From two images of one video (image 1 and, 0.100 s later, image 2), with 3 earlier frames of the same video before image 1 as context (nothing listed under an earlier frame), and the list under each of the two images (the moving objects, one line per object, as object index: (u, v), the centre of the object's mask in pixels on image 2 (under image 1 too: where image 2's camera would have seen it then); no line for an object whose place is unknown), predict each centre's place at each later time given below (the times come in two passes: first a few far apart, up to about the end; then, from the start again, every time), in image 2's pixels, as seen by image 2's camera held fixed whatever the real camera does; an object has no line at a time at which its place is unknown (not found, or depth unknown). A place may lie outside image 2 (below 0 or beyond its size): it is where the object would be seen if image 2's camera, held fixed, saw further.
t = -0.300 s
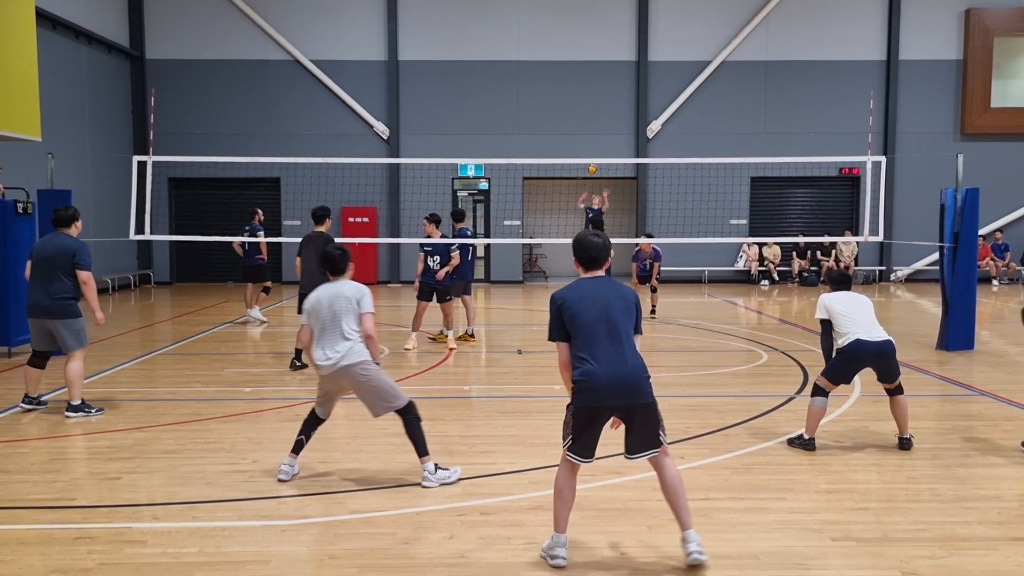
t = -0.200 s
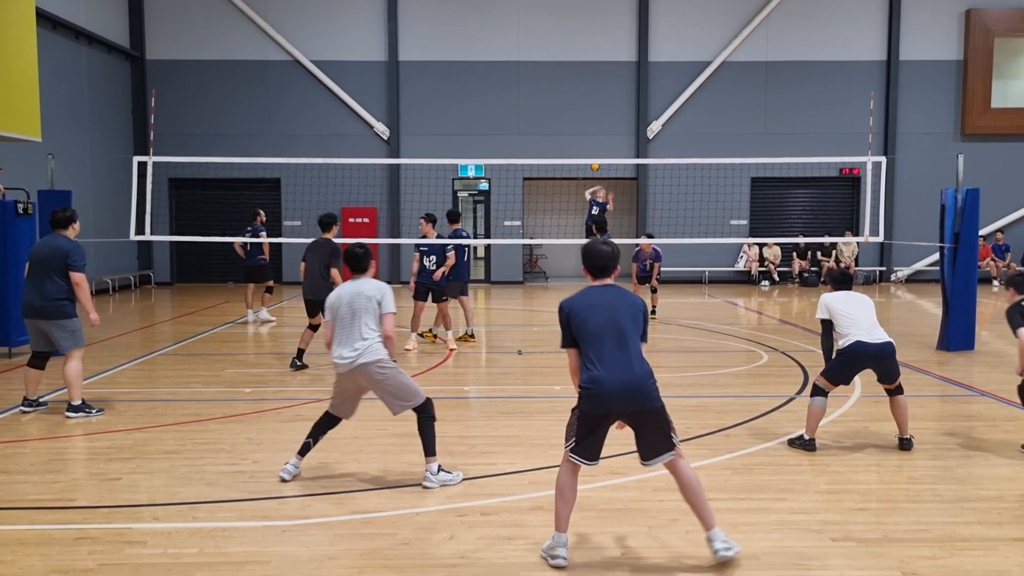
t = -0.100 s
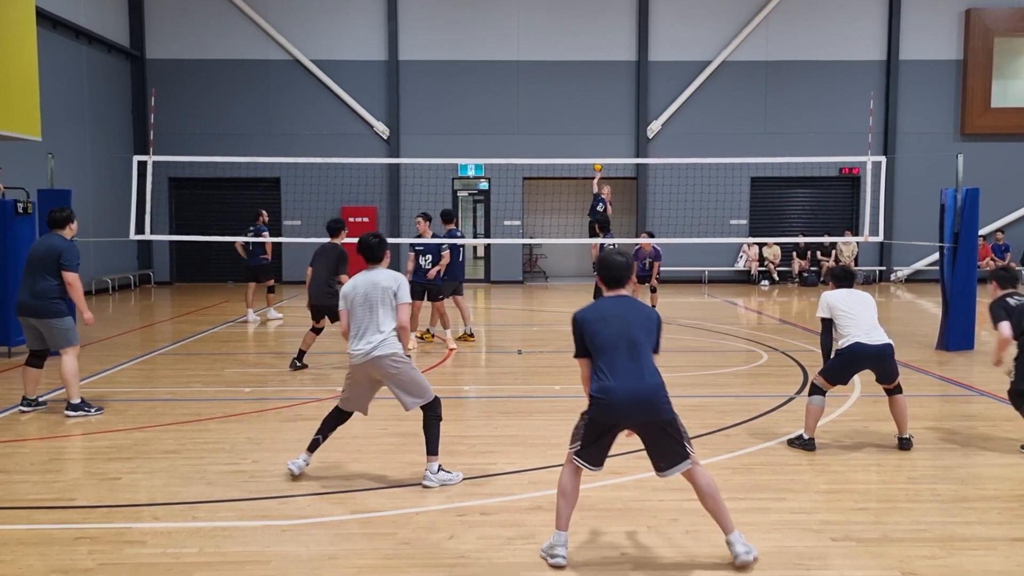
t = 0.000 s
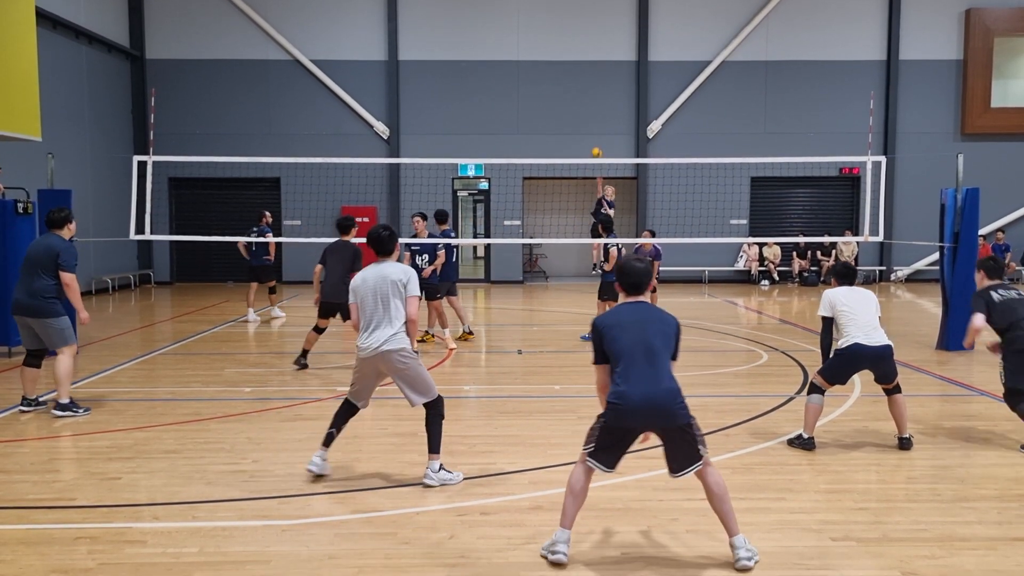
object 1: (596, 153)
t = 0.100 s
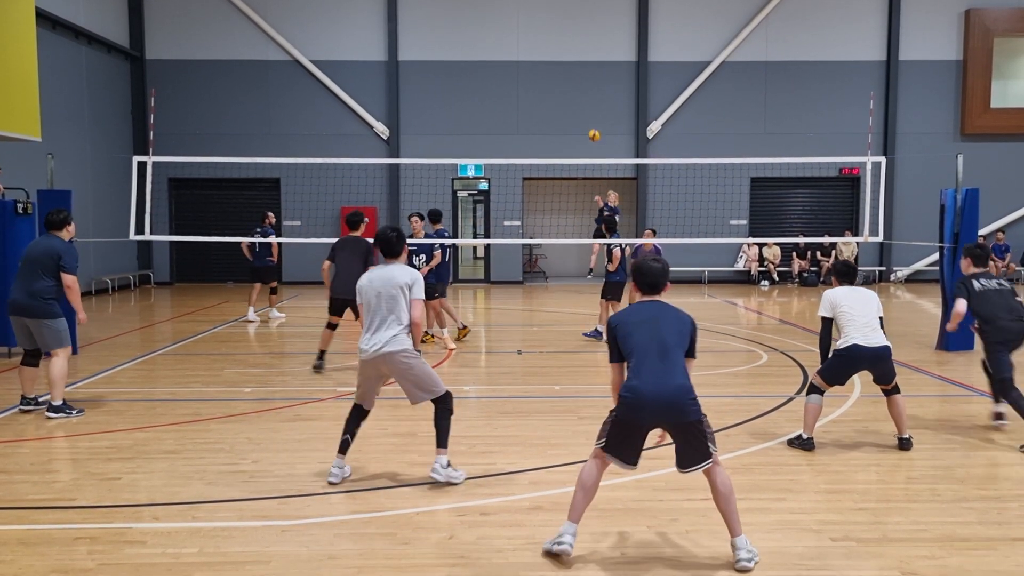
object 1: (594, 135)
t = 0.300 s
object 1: (592, 109)
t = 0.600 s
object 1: (597, 113)
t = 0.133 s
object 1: (593, 130)
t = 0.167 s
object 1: (593, 125)
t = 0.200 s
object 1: (592, 120)
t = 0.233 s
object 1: (592, 116)
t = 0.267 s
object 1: (592, 112)
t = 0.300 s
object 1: (592, 109)
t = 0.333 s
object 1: (592, 107)
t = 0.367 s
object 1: (592, 104)
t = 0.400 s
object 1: (592, 103)
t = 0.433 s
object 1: (593, 102)
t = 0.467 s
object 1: (594, 102)
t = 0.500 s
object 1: (595, 103)
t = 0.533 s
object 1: (595, 105)
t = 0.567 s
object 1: (596, 109)
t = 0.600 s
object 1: (597, 113)
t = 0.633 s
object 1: (598, 120)
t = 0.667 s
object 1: (599, 127)
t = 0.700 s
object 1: (600, 136)
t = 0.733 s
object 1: (601, 147)
